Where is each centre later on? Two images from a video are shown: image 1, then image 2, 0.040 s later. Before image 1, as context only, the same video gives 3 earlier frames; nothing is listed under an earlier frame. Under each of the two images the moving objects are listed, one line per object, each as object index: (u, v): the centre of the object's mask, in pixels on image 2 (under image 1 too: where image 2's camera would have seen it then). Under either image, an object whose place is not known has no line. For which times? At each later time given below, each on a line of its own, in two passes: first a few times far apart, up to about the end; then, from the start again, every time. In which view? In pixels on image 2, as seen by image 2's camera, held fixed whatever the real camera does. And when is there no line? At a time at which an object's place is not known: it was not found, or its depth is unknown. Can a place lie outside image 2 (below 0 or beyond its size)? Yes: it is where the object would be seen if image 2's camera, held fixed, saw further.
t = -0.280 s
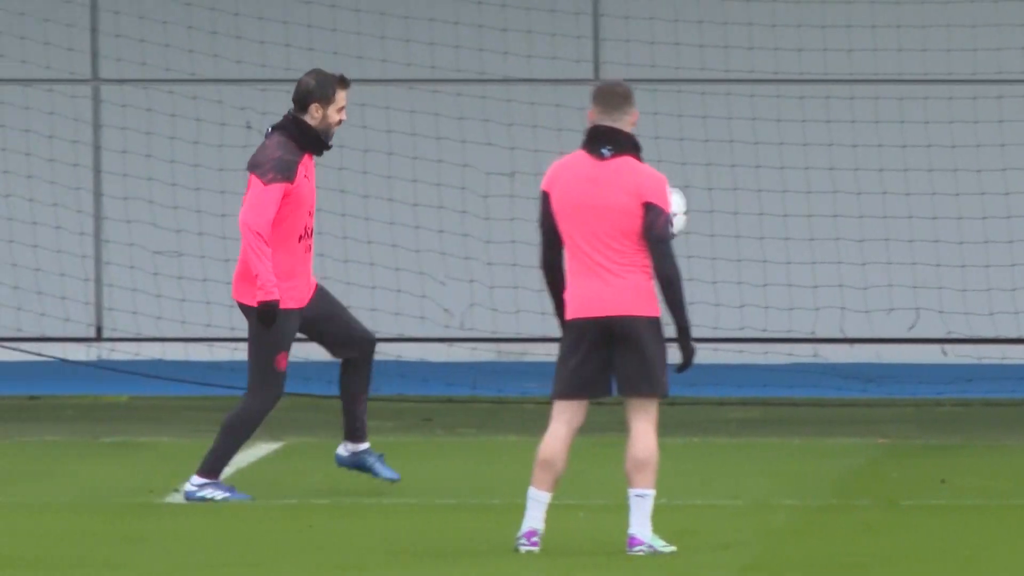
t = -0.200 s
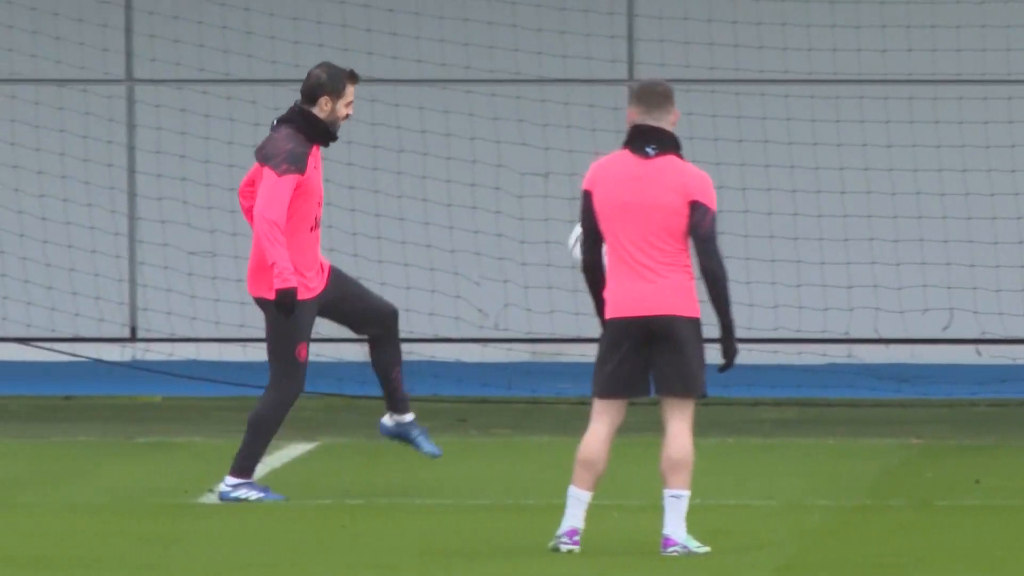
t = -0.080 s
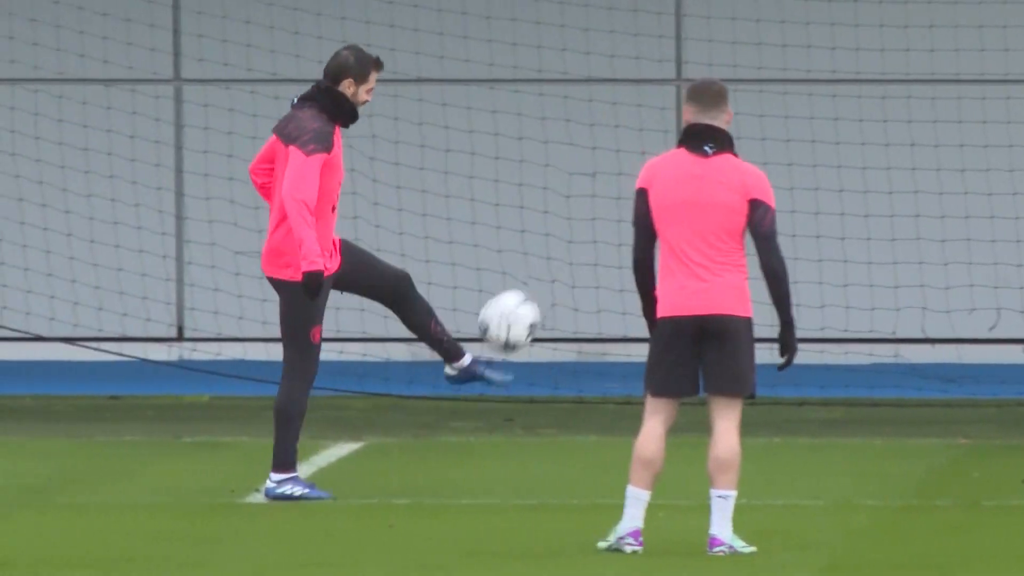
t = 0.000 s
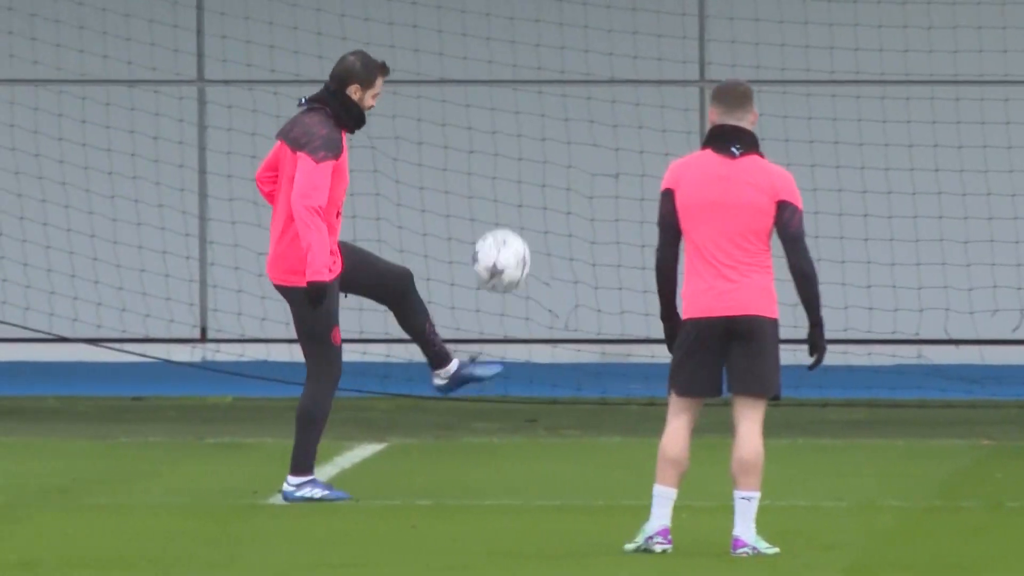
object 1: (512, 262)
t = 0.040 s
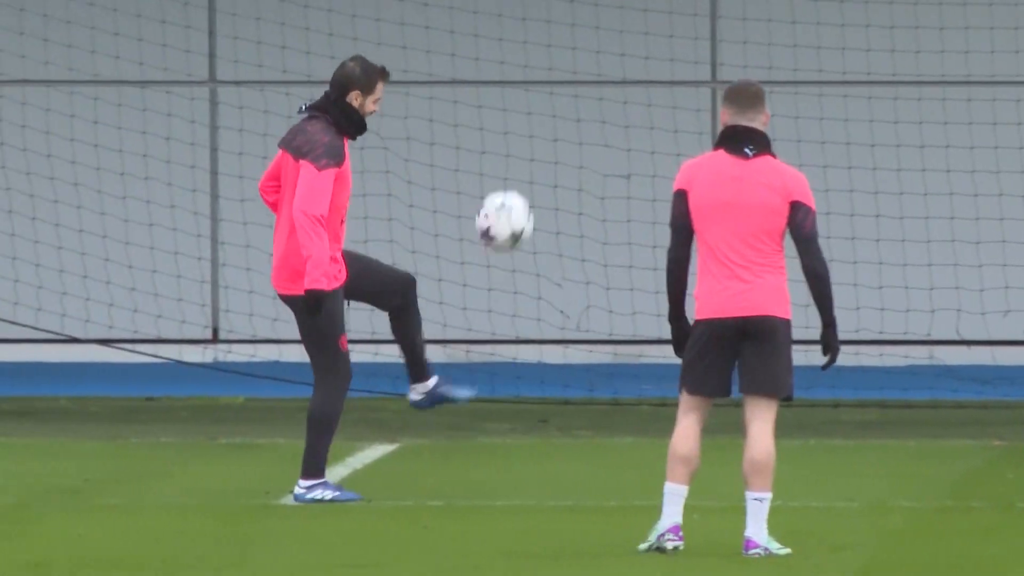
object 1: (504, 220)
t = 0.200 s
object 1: (474, 96)
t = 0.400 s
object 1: (437, 31)
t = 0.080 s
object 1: (496, 183)
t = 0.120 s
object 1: (489, 151)
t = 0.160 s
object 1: (482, 122)
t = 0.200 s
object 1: (474, 96)
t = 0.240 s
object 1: (467, 75)
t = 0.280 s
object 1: (459, 58)
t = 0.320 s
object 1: (452, 46)
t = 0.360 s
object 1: (445, 36)
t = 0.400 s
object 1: (437, 31)
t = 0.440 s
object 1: (431, 31)
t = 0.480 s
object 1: (424, 35)
